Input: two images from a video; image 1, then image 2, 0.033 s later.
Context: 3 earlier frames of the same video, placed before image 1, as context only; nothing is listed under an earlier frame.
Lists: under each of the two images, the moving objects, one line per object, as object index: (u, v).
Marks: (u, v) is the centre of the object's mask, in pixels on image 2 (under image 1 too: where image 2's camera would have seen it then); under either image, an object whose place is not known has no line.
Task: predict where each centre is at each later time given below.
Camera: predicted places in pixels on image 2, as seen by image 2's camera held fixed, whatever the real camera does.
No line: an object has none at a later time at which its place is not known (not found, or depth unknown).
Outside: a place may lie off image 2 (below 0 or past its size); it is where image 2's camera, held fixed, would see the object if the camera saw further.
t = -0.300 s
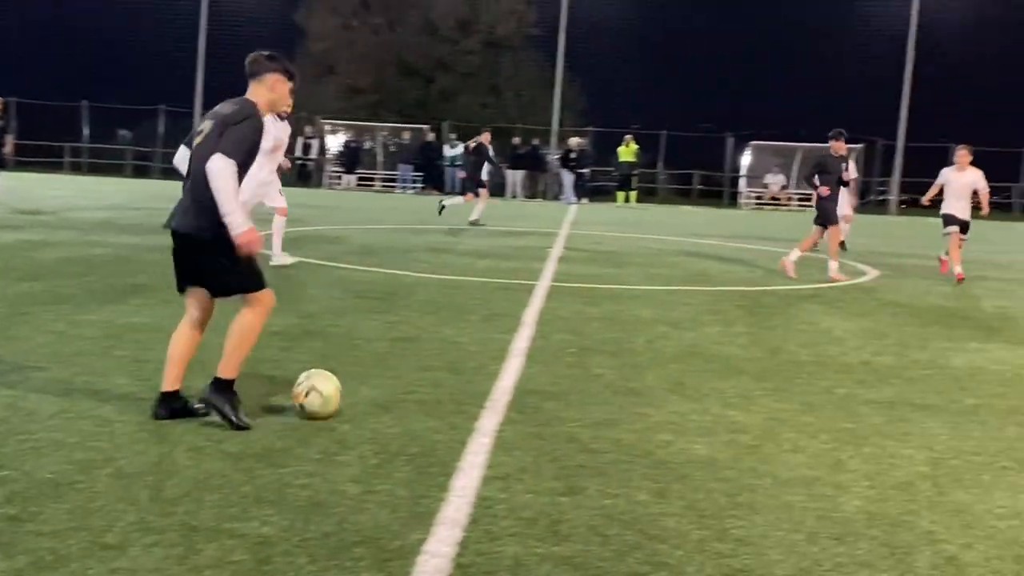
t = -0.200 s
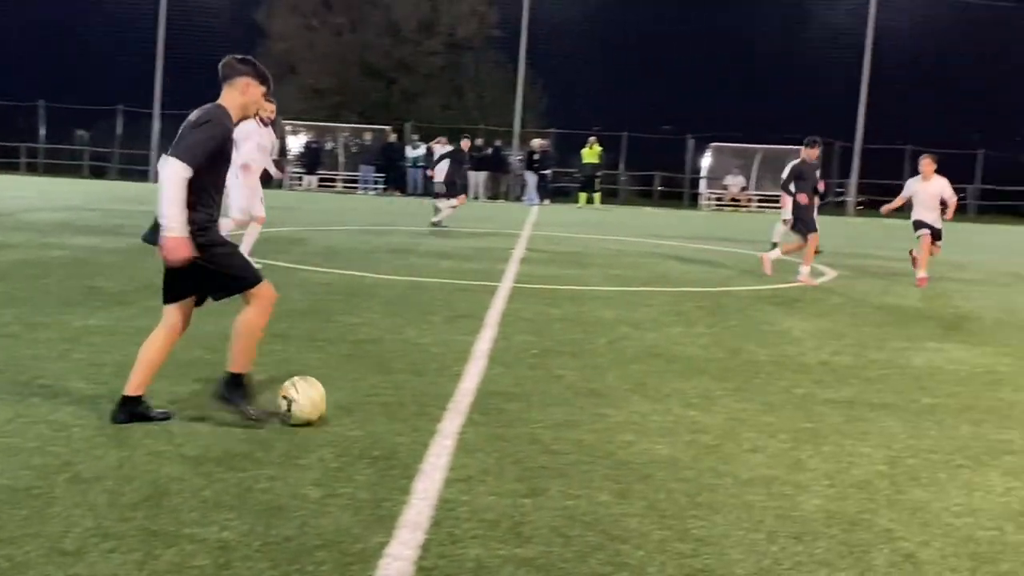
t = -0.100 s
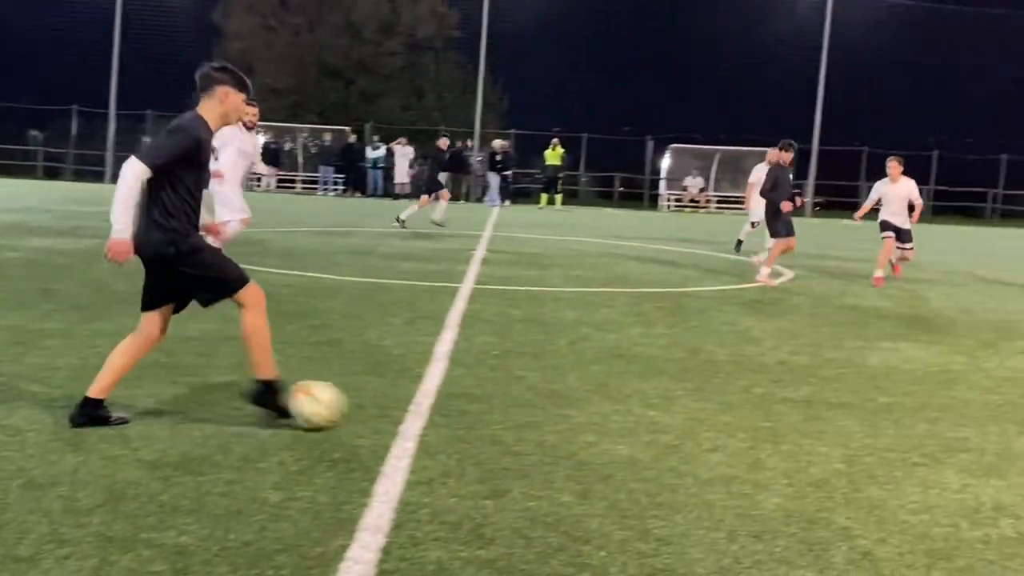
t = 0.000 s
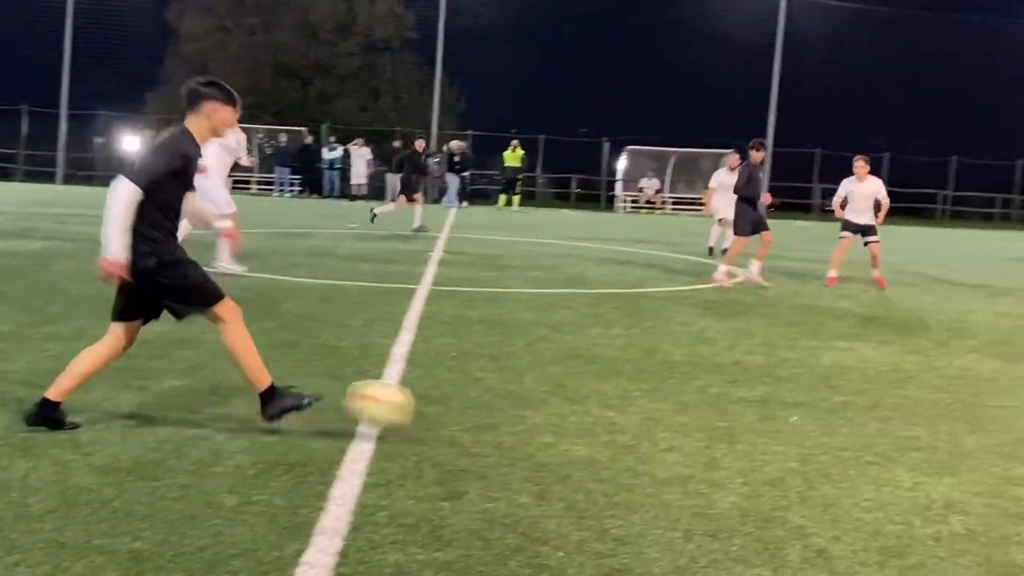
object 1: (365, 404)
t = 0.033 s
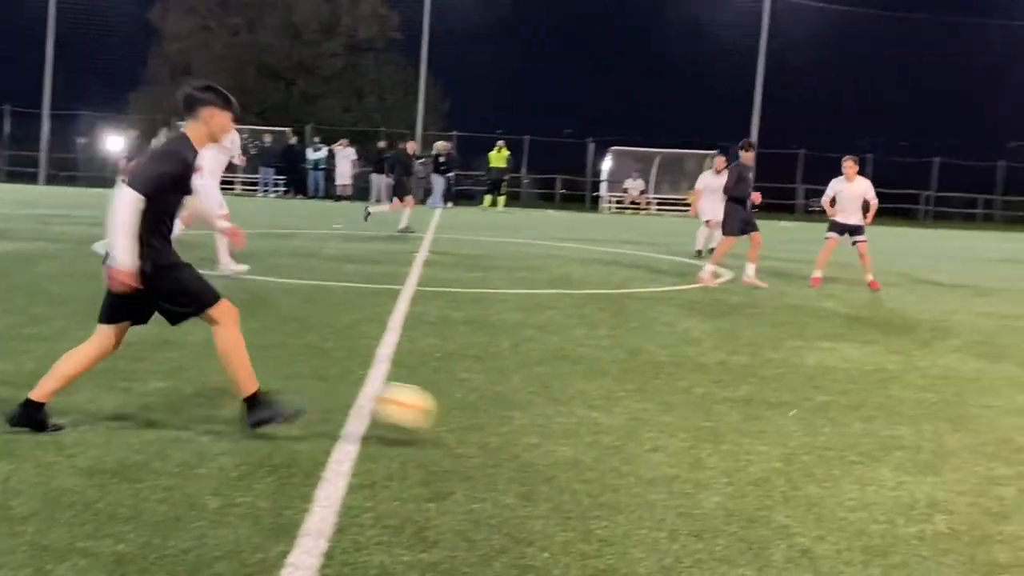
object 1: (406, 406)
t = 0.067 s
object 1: (440, 411)
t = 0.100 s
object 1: (479, 419)
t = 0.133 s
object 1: (517, 428)
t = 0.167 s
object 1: (557, 437)
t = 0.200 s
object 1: (591, 437)
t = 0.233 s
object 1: (626, 438)
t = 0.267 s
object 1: (661, 442)
